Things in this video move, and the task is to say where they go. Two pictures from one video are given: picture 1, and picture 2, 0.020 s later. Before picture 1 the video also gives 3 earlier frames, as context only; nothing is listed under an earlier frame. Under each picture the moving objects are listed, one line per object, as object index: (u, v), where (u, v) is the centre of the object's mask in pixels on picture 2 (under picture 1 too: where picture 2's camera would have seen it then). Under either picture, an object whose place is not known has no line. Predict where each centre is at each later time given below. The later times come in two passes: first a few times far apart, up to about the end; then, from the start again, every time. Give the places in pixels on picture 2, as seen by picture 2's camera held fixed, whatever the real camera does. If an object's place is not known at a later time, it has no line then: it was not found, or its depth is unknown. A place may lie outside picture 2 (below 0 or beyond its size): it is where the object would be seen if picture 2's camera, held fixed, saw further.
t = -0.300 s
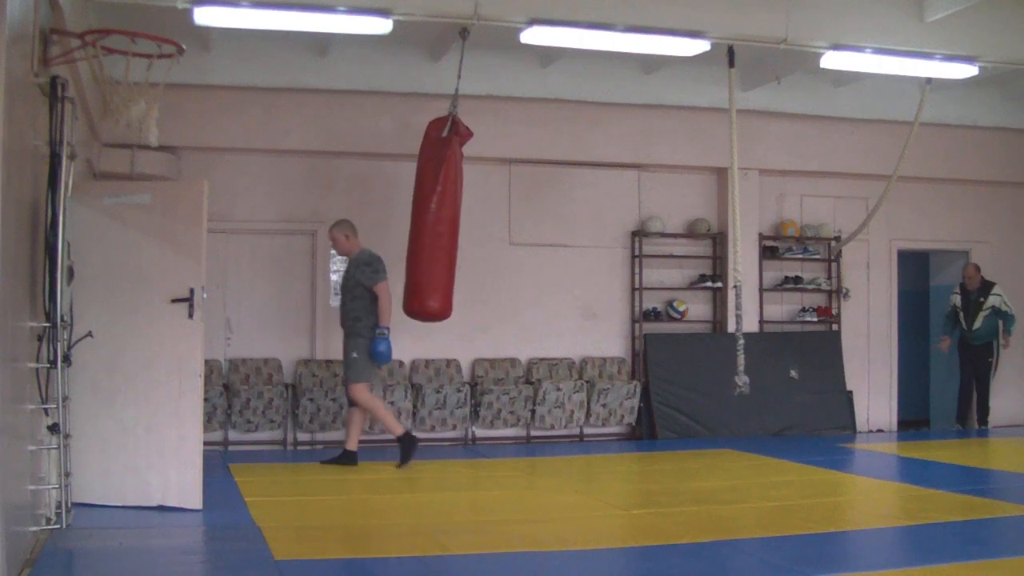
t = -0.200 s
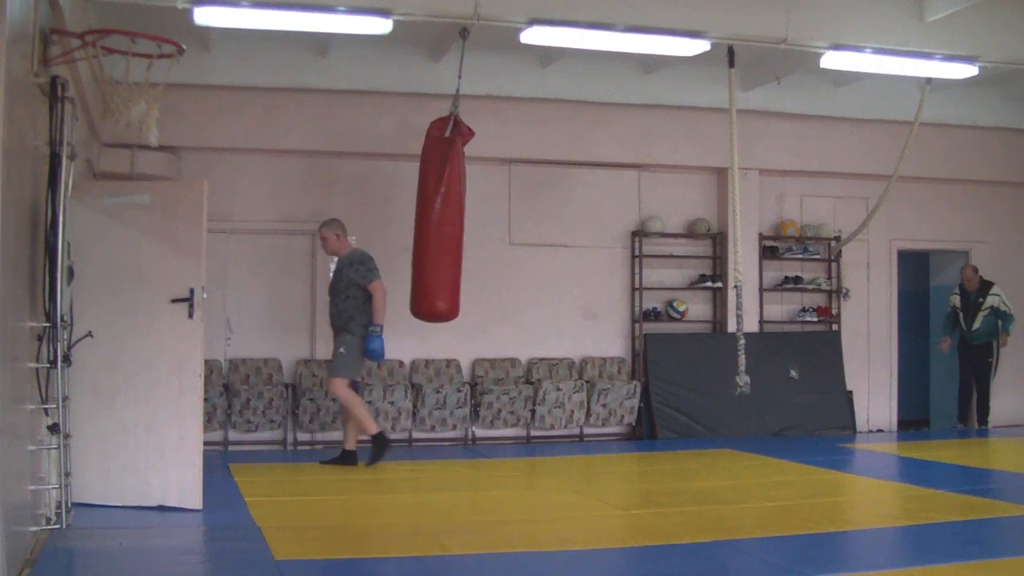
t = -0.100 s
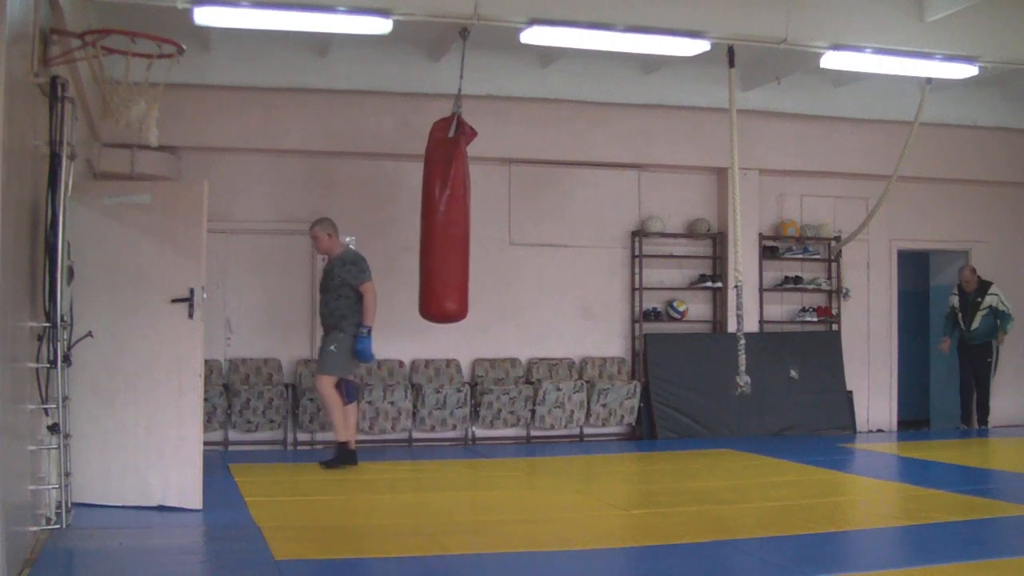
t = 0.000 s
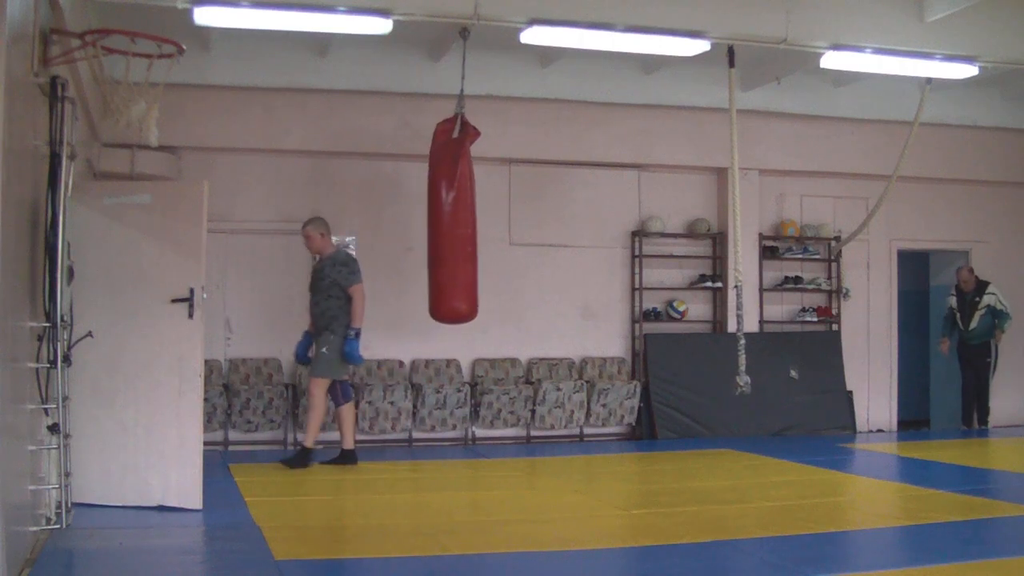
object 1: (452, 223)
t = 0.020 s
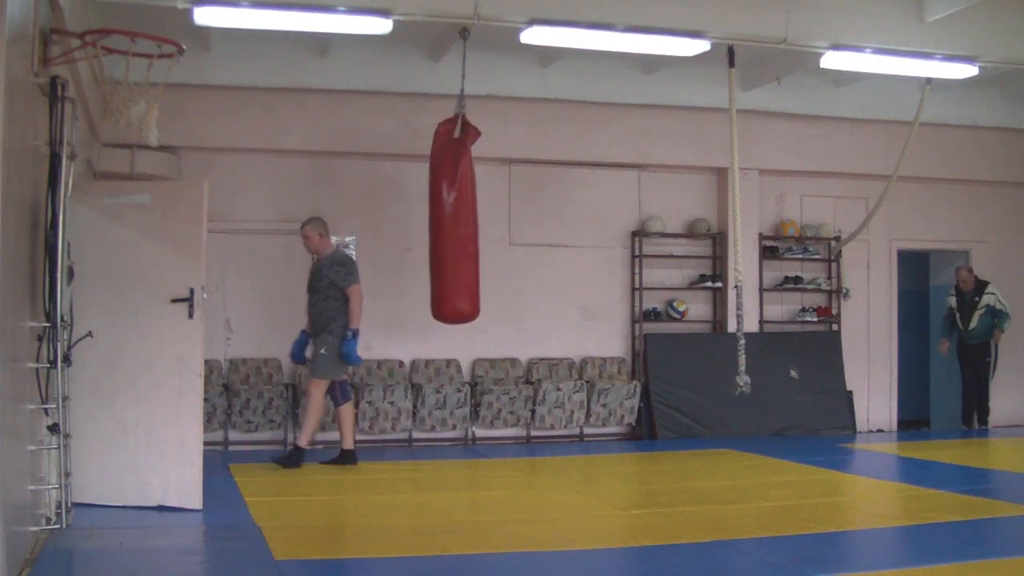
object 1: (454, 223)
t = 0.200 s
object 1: (467, 225)
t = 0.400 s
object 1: (481, 225)
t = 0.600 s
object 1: (491, 225)
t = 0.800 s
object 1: (494, 224)
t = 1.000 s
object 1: (491, 224)
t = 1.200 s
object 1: (481, 226)
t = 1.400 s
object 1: (468, 226)
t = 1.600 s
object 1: (454, 226)
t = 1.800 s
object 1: (441, 225)
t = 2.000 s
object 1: (434, 224)
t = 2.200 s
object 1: (432, 225)
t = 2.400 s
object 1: (438, 225)
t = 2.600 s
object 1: (448, 227)
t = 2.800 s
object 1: (463, 227)
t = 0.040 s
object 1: (455, 224)
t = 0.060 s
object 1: (456, 224)
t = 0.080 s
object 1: (458, 224)
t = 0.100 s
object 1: (459, 224)
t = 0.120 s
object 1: (461, 225)
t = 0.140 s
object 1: (462, 224)
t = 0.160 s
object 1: (464, 224)
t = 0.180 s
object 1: (465, 224)
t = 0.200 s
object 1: (467, 225)
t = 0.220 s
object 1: (468, 225)
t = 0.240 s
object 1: (470, 225)
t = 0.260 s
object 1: (471, 225)
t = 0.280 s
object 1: (473, 224)
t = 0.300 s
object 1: (474, 224)
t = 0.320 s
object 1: (476, 224)
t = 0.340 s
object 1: (477, 225)
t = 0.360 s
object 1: (478, 224)
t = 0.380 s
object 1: (479, 224)
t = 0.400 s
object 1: (481, 225)
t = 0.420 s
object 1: (482, 225)
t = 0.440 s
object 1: (483, 225)
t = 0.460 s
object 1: (484, 224)
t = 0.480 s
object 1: (485, 225)
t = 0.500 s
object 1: (486, 224)
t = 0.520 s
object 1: (487, 224)
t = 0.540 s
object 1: (488, 225)
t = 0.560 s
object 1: (489, 225)
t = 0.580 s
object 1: (490, 225)
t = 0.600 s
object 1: (491, 225)
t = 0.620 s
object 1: (491, 225)
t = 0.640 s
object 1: (492, 224)
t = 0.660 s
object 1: (492, 224)
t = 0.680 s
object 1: (493, 224)
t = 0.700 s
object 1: (493, 224)
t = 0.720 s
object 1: (493, 224)
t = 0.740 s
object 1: (494, 224)
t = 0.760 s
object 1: (494, 224)
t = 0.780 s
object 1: (494, 224)
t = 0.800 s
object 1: (494, 224)
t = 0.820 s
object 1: (494, 224)
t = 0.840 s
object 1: (494, 224)
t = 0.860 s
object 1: (494, 224)
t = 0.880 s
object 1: (493, 224)
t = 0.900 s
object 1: (493, 224)
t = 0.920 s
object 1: (493, 224)
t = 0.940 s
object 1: (492, 224)
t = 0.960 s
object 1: (492, 224)
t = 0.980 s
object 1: (491, 224)
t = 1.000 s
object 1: (491, 224)
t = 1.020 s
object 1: (490, 224)
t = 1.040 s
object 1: (489, 225)
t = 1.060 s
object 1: (488, 225)
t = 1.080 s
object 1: (488, 225)
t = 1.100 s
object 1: (487, 225)
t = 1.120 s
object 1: (486, 225)
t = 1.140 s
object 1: (485, 225)
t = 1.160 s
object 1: (484, 225)
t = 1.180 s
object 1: (483, 225)
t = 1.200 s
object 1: (481, 226)
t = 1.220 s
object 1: (480, 226)
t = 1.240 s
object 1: (479, 226)
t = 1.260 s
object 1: (478, 226)
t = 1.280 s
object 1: (477, 226)
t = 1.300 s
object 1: (475, 226)
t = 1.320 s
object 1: (474, 226)
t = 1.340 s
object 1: (473, 226)
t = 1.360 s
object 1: (471, 226)
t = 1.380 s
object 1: (470, 226)
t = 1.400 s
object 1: (468, 226)
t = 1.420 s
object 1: (467, 226)
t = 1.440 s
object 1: (465, 226)
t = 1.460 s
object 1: (464, 226)
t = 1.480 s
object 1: (462, 226)
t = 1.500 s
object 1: (461, 226)
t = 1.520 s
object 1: (460, 226)
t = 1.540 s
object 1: (458, 226)
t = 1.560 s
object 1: (457, 226)
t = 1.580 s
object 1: (455, 226)
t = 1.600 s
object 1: (454, 226)
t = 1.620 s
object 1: (453, 226)
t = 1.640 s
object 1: (451, 226)
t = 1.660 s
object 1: (450, 226)
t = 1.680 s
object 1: (449, 226)
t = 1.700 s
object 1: (447, 226)
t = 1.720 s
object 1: (446, 226)
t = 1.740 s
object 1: (445, 226)
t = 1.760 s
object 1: (444, 225)
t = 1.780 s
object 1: (443, 225)
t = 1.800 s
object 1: (441, 225)
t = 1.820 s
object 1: (441, 225)
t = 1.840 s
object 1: (440, 225)
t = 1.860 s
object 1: (439, 225)
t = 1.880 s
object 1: (438, 225)
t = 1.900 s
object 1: (437, 225)
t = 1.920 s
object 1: (436, 225)
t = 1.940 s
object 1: (435, 225)
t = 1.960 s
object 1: (435, 225)
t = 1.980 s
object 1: (434, 224)
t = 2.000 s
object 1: (434, 224)
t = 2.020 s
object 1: (433, 225)
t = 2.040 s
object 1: (433, 224)
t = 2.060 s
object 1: (433, 224)
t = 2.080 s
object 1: (432, 224)
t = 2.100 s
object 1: (432, 225)
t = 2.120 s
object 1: (432, 225)
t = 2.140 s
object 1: (432, 225)
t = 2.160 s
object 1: (432, 225)
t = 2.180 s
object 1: (432, 225)
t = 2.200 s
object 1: (432, 225)
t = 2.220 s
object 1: (432, 225)
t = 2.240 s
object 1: (433, 224)
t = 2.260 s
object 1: (433, 224)
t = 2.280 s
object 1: (434, 224)
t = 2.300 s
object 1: (434, 225)
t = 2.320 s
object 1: (435, 225)
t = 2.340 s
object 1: (435, 225)
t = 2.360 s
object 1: (436, 225)
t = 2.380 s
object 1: (437, 225)
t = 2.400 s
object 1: (438, 225)
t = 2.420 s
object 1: (439, 226)
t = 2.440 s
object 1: (439, 226)
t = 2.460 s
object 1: (440, 226)
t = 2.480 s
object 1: (441, 225)
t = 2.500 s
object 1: (442, 226)
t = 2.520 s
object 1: (444, 226)
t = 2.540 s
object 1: (445, 226)
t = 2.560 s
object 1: (446, 226)
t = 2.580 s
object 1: (447, 226)
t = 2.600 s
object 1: (448, 227)
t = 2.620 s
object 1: (450, 227)
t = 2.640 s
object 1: (451, 228)
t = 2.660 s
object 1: (452, 228)
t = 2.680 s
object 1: (454, 227)
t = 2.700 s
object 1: (455, 227)
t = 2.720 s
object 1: (457, 228)
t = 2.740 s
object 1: (458, 228)
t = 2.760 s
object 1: (460, 227)
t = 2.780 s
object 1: (461, 227)
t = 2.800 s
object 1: (463, 227)
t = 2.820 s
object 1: (464, 227)
